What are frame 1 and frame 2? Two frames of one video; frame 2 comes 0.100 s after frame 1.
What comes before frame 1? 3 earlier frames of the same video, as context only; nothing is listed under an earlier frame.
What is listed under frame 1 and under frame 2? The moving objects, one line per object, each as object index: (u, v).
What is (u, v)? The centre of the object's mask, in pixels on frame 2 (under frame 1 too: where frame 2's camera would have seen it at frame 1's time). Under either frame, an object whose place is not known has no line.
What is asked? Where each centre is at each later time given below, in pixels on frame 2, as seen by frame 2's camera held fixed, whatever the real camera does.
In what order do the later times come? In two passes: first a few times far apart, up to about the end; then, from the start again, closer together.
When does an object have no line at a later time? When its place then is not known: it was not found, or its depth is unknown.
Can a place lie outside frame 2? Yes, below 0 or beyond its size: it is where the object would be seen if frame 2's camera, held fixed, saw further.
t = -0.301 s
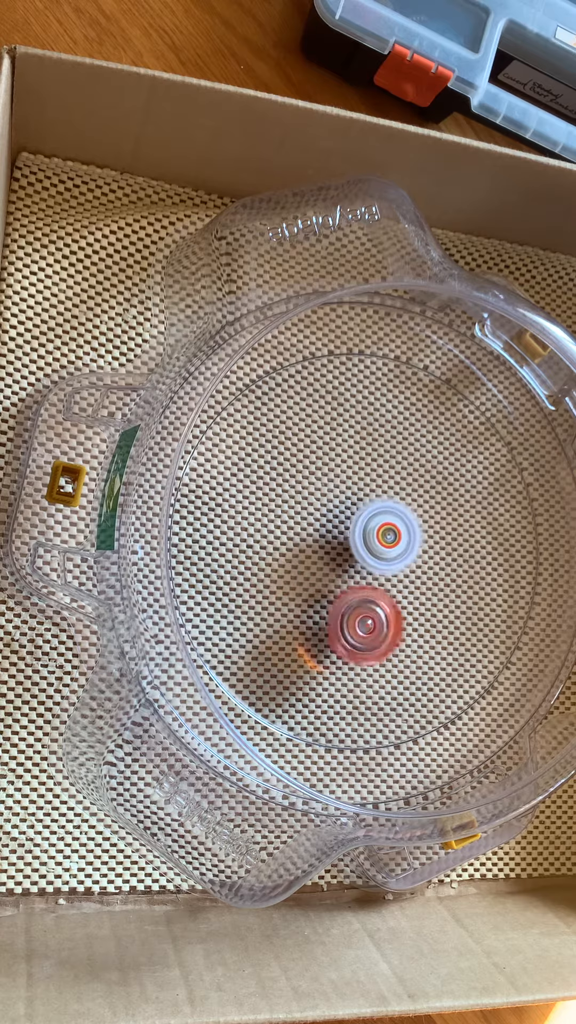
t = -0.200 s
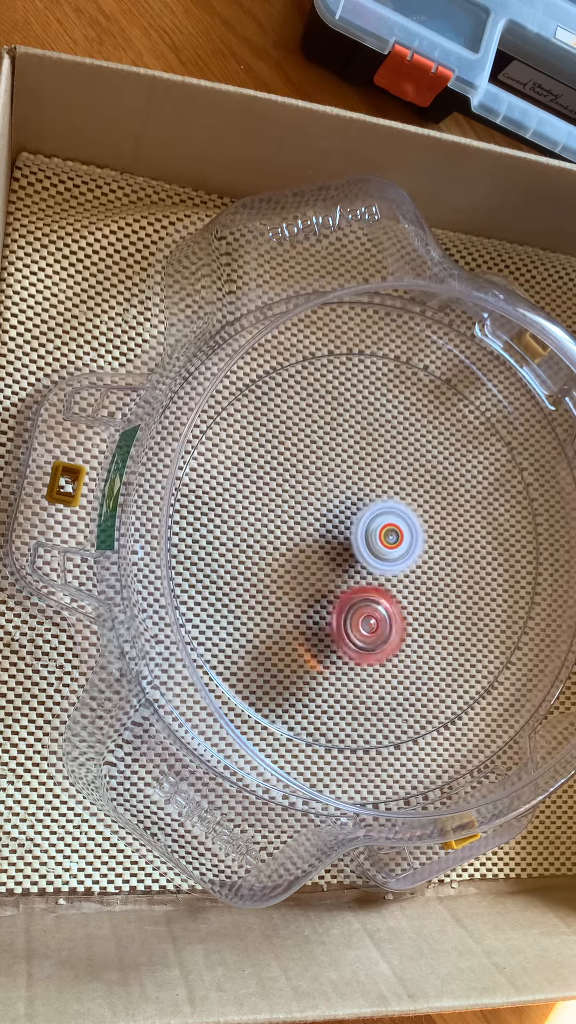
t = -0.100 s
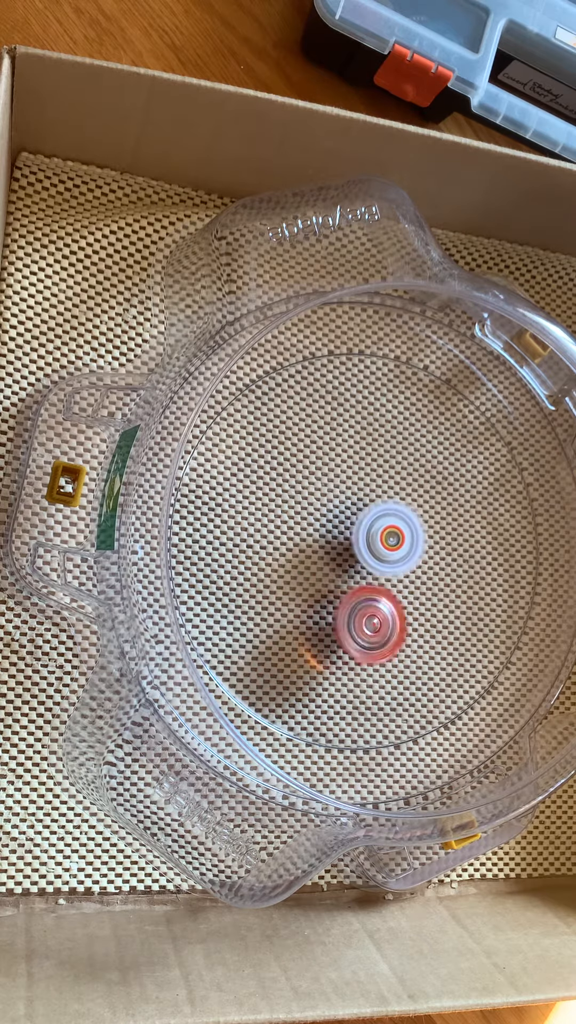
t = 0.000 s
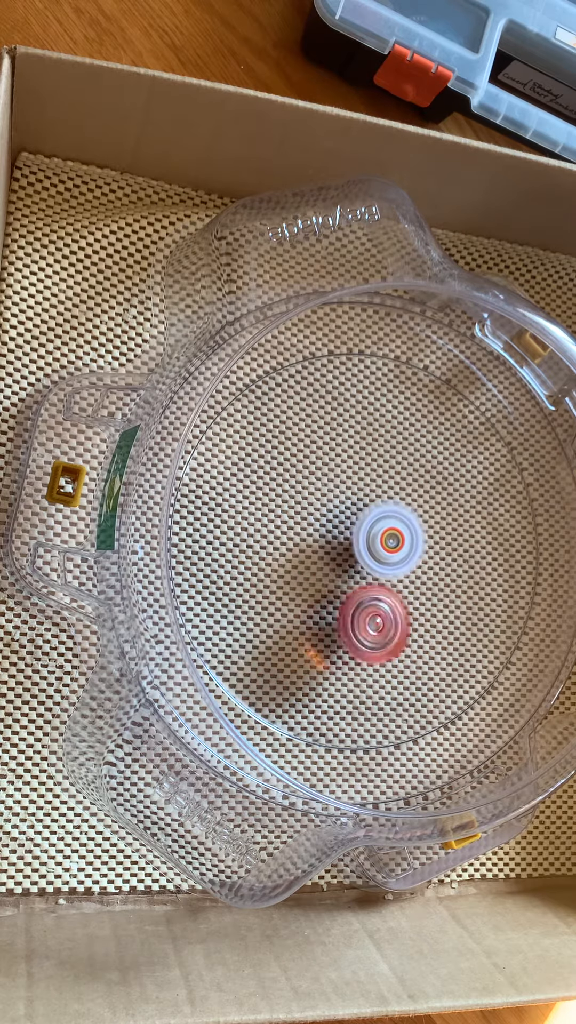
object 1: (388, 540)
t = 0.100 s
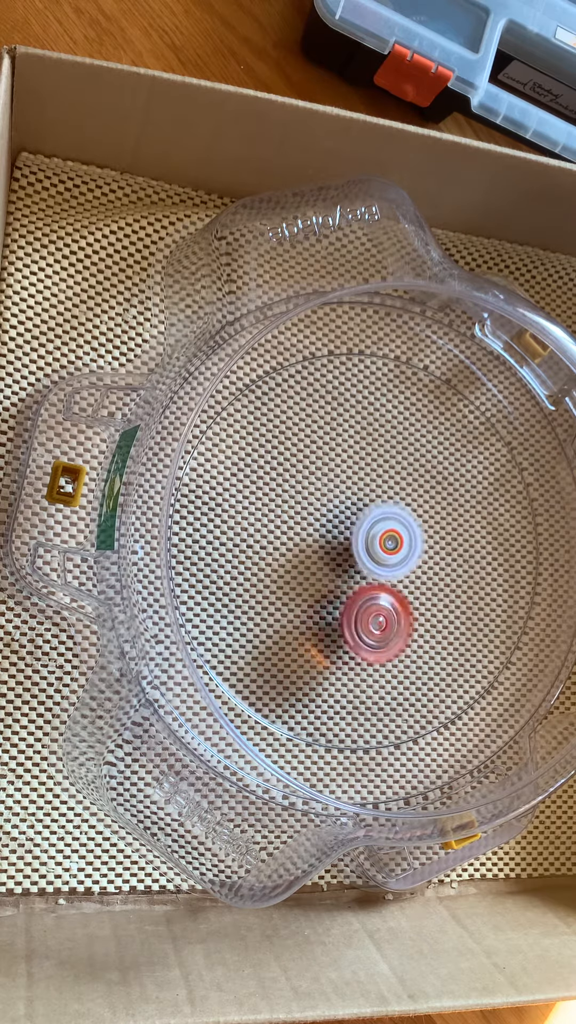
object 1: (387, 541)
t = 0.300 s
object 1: (379, 532)
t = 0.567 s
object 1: (369, 534)
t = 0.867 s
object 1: (360, 543)
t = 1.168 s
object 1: (347, 537)
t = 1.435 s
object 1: (351, 544)
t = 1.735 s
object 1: (348, 550)
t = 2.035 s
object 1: (340, 553)
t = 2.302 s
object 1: (344, 557)
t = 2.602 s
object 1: (355, 566)
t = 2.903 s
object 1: (358, 581)
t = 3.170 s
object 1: (361, 574)
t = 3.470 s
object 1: (354, 596)
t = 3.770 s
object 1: (351, 598)
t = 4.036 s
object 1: (348, 584)
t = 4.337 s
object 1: (352, 586)
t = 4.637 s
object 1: (354, 590)
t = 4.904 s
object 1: (358, 585)
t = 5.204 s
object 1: (363, 586)
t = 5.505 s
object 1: (369, 591)
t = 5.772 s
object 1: (382, 598)
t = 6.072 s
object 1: (381, 592)
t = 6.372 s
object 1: (368, 611)
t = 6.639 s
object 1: (373, 616)
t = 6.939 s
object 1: (383, 626)
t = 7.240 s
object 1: (354, 603)
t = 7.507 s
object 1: (325, 621)
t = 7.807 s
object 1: (332, 605)
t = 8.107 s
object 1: (335, 563)
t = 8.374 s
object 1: (314, 548)
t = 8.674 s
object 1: (326, 533)
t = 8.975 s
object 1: (338, 537)
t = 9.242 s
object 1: (311, 543)
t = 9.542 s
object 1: (326, 588)
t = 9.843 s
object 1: (326, 593)
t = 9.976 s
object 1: (326, 591)
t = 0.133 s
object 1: (386, 541)
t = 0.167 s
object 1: (384, 540)
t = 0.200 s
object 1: (382, 538)
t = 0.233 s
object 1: (381, 534)
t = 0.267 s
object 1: (380, 533)
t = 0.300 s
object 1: (379, 532)
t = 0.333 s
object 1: (378, 532)
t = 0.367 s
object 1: (377, 532)
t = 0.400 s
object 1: (375, 532)
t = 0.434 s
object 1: (374, 532)
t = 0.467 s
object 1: (373, 532)
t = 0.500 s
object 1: (371, 532)
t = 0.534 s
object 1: (370, 533)
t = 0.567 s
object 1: (369, 534)
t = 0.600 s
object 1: (368, 535)
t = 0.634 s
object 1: (366, 537)
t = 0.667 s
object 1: (365, 538)
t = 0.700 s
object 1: (364, 541)
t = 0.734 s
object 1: (363, 542)
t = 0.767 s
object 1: (363, 541)
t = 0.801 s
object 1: (362, 541)
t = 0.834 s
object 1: (360, 542)
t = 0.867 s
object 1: (360, 543)
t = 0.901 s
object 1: (360, 545)
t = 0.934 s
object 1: (355, 541)
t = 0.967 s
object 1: (351, 537)
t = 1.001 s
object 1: (349, 537)
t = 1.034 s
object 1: (349, 537)
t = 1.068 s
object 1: (348, 537)
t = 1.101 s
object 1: (348, 537)
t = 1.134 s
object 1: (348, 537)
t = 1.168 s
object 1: (347, 537)
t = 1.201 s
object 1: (347, 538)
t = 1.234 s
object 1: (348, 539)
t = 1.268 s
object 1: (348, 540)
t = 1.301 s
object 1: (348, 541)
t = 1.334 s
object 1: (348, 542)
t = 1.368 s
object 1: (349, 542)
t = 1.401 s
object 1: (350, 543)
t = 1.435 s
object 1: (351, 544)
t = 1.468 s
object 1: (352, 545)
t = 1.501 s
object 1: (353, 546)
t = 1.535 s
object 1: (354, 547)
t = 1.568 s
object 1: (355, 548)
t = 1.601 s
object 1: (356, 548)
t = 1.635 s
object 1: (353, 547)
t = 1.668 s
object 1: (348, 549)
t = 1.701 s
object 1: (349, 550)
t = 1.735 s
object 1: (348, 550)
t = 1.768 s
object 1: (348, 550)
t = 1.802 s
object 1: (347, 550)
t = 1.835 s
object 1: (347, 550)
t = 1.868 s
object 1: (343, 551)
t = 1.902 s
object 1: (342, 553)
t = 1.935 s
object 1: (342, 553)
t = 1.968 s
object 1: (341, 552)
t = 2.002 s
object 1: (341, 553)
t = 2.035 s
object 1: (340, 553)
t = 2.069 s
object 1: (340, 554)
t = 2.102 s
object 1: (340, 555)
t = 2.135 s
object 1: (340, 555)
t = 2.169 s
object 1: (341, 556)
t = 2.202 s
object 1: (341, 556)
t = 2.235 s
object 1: (342, 557)
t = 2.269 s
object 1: (343, 557)
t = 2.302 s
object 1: (344, 557)
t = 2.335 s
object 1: (344, 557)
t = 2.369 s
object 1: (346, 557)
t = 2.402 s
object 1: (347, 557)
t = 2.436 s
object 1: (348, 557)
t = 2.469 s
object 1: (349, 556)
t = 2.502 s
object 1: (351, 557)
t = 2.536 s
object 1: (353, 559)
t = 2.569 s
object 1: (356, 560)
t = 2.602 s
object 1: (355, 566)
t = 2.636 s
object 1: (354, 575)
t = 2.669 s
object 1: (355, 579)
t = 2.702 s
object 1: (356, 579)
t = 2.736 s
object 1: (357, 580)
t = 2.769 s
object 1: (357, 581)
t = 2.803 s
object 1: (357, 581)
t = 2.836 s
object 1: (358, 581)
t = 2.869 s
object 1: (358, 581)
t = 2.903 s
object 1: (358, 581)
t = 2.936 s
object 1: (359, 581)
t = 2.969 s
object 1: (359, 581)
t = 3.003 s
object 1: (359, 580)
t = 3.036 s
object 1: (360, 579)
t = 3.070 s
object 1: (360, 578)
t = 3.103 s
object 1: (360, 576)
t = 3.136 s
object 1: (361, 575)
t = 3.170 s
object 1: (361, 574)
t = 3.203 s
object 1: (360, 572)
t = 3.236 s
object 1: (360, 573)
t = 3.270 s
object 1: (359, 584)
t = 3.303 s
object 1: (360, 590)
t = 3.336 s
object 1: (359, 594)
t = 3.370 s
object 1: (358, 593)
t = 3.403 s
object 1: (356, 595)
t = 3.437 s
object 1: (355, 596)
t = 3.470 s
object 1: (354, 596)
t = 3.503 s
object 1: (353, 597)
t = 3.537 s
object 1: (352, 597)
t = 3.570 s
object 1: (352, 598)
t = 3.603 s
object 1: (351, 599)
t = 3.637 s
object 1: (351, 599)
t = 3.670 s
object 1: (351, 599)
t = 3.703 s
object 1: (351, 599)
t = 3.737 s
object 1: (351, 598)
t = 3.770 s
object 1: (351, 598)
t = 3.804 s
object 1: (351, 597)
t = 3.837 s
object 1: (351, 596)
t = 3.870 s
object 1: (351, 595)
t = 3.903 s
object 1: (351, 594)
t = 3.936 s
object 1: (351, 591)
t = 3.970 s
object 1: (351, 589)
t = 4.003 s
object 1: (350, 587)
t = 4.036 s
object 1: (348, 584)
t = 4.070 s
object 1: (348, 583)
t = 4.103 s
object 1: (351, 586)
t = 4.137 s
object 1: (353, 590)
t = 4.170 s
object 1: (356, 590)
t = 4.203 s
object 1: (356, 589)
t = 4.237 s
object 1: (354, 587)
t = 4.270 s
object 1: (354, 587)
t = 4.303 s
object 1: (352, 587)
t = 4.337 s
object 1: (352, 586)
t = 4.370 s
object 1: (352, 587)
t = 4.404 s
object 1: (350, 586)
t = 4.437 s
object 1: (350, 586)
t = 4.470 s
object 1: (351, 589)
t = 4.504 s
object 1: (353, 592)
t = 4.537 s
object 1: (355, 591)
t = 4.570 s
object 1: (355, 590)
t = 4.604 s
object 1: (353, 589)
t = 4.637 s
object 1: (354, 590)
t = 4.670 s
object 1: (355, 590)
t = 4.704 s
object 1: (358, 590)
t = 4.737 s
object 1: (358, 590)
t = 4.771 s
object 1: (358, 587)
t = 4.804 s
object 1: (358, 587)
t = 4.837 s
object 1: (357, 587)
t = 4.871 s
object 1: (359, 585)
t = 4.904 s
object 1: (358, 585)
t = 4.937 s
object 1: (359, 585)
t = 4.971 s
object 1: (364, 588)
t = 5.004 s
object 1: (366, 589)
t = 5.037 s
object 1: (368, 587)
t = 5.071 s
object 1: (364, 586)
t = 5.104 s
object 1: (363, 586)
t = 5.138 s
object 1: (364, 588)
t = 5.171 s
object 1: (364, 586)
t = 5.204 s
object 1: (363, 586)
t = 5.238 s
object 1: (362, 586)
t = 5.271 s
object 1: (367, 592)
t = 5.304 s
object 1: (371, 594)
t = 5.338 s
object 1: (373, 591)
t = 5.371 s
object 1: (372, 590)
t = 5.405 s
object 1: (370, 590)
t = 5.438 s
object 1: (369, 592)
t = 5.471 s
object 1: (370, 591)
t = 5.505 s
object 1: (369, 591)
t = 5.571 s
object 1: (370, 591)
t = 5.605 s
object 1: (373, 591)
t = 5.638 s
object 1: (375, 590)
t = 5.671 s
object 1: (377, 589)
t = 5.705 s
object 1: (374, 586)
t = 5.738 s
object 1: (376, 590)
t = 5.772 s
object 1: (382, 598)
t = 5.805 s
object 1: (391, 604)
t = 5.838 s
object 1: (394, 600)
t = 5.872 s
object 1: (390, 595)
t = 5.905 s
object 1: (387, 594)
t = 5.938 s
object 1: (385, 594)
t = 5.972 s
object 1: (385, 594)
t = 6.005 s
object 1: (385, 594)
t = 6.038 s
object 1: (383, 593)
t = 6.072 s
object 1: (381, 592)
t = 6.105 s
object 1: (377, 590)
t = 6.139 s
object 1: (375, 589)
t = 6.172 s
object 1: (371, 588)
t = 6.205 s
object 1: (368, 589)
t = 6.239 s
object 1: (367, 591)
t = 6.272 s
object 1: (370, 598)
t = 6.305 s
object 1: (370, 603)
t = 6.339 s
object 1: (369, 608)
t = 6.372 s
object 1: (368, 611)
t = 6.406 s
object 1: (369, 615)
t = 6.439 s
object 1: (371, 616)
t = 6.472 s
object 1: (371, 614)
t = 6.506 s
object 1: (371, 614)
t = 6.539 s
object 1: (371, 615)
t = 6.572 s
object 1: (371, 615)
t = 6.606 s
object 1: (371, 615)
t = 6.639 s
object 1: (373, 616)
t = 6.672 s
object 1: (377, 614)
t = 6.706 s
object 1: (377, 614)
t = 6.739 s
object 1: (380, 614)
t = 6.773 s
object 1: (383, 623)
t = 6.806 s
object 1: (387, 626)
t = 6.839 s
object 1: (388, 625)
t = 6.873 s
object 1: (386, 624)
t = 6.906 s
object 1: (385, 625)
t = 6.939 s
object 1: (383, 626)
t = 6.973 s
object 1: (381, 627)
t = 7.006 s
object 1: (380, 628)
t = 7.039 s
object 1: (379, 626)
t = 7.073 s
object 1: (377, 624)
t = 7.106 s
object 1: (375, 620)
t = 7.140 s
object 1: (370, 616)
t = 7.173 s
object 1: (364, 614)
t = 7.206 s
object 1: (361, 608)
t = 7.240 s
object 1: (354, 603)
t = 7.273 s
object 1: (348, 602)
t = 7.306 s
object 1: (344, 600)
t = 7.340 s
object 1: (339, 607)
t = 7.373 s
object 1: (332, 610)
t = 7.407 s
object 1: (325, 613)
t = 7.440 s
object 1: (323, 617)
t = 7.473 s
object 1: (323, 620)
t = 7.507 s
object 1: (325, 621)
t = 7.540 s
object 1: (325, 621)
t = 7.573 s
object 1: (324, 619)
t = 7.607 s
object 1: (323, 616)
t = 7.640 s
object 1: (324, 614)
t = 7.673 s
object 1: (331, 611)
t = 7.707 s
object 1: (335, 604)
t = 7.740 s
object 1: (334, 601)
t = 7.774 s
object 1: (333, 602)
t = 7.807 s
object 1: (332, 605)
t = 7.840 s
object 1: (332, 599)
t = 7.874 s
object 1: (330, 594)
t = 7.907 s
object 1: (328, 589)
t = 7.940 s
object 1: (326, 582)
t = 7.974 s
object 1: (320, 574)
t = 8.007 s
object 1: (317, 572)
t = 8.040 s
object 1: (324, 573)
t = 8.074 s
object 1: (332, 568)
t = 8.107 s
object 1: (335, 563)
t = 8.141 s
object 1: (331, 562)
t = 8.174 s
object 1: (323, 568)
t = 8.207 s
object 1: (323, 571)
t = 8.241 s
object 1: (320, 566)
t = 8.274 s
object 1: (319, 561)
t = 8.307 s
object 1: (317, 559)
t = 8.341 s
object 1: (316, 554)
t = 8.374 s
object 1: (314, 548)
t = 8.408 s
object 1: (313, 546)
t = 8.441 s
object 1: (317, 547)
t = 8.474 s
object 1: (323, 548)
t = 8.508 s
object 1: (320, 546)
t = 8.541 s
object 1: (316, 546)
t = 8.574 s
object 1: (315, 547)
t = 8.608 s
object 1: (319, 542)
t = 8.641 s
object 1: (323, 538)
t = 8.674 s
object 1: (326, 533)
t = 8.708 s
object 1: (329, 529)
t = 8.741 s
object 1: (329, 527)
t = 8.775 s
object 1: (331, 533)
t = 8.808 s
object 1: (336, 538)
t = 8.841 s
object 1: (339, 540)
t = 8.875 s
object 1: (341, 540)
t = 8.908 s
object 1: (343, 540)
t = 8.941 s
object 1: (344, 538)
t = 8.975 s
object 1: (338, 537)
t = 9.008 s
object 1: (329, 537)
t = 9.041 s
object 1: (320, 539)
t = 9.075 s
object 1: (314, 542)
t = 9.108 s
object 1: (313, 544)
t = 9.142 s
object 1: (313, 542)
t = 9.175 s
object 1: (312, 542)
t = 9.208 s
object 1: (312, 542)
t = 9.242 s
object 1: (311, 543)
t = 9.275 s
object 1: (312, 546)
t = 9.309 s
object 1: (314, 550)
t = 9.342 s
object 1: (317, 554)
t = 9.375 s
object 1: (320, 559)
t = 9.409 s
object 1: (323, 565)
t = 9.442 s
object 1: (325, 570)
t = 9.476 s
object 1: (327, 578)
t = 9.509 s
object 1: (328, 584)
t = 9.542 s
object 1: (326, 588)
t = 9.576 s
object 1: (325, 590)
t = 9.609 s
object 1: (325, 592)
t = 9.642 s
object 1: (325, 593)
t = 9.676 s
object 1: (325, 594)
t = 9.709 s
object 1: (326, 594)
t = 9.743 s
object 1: (326, 594)
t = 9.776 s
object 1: (326, 594)
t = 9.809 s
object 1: (326, 594)
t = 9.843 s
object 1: (326, 593)
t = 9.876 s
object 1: (326, 592)
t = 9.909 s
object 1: (326, 592)
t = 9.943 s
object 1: (326, 591)
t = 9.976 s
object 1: (326, 591)
